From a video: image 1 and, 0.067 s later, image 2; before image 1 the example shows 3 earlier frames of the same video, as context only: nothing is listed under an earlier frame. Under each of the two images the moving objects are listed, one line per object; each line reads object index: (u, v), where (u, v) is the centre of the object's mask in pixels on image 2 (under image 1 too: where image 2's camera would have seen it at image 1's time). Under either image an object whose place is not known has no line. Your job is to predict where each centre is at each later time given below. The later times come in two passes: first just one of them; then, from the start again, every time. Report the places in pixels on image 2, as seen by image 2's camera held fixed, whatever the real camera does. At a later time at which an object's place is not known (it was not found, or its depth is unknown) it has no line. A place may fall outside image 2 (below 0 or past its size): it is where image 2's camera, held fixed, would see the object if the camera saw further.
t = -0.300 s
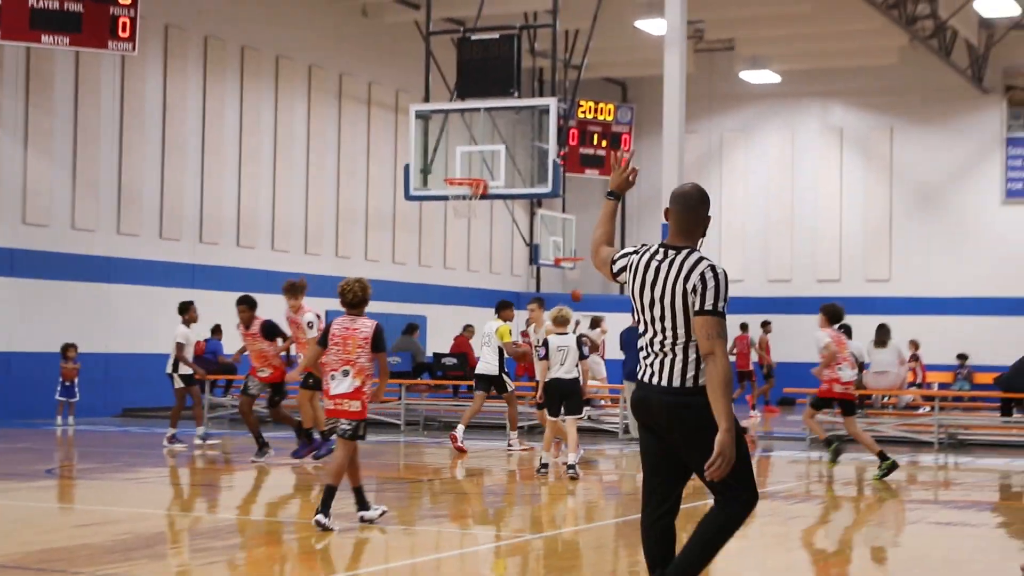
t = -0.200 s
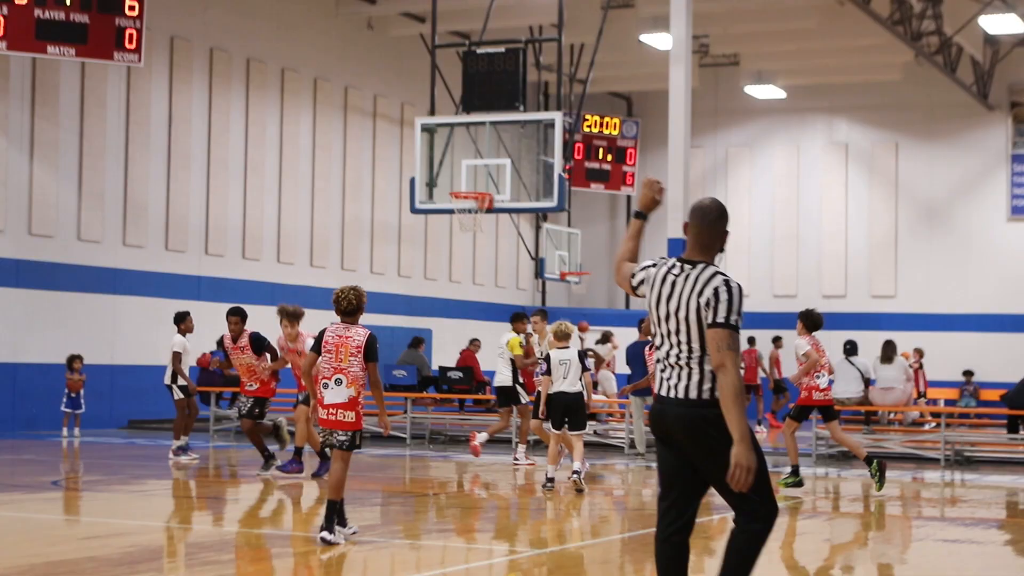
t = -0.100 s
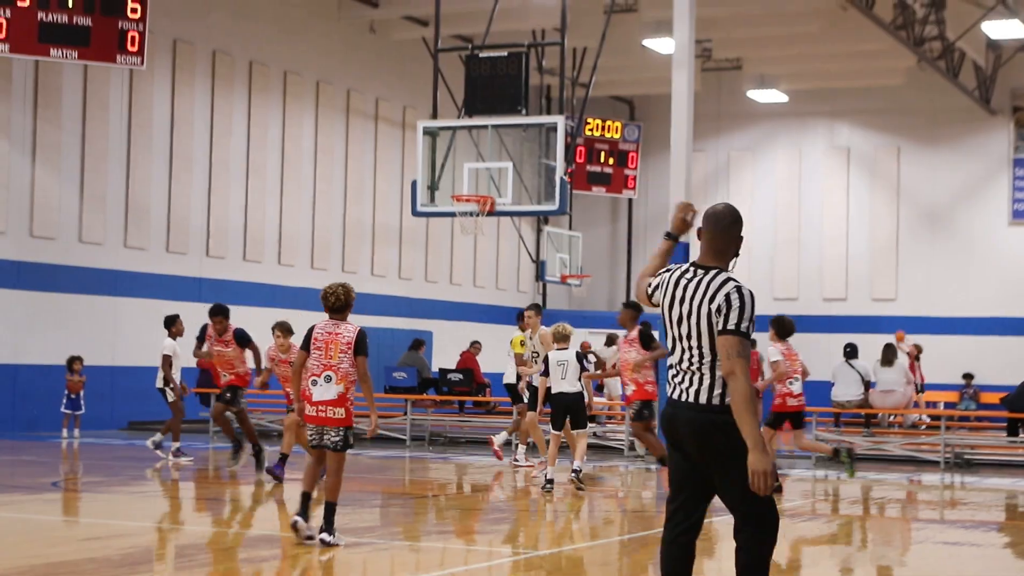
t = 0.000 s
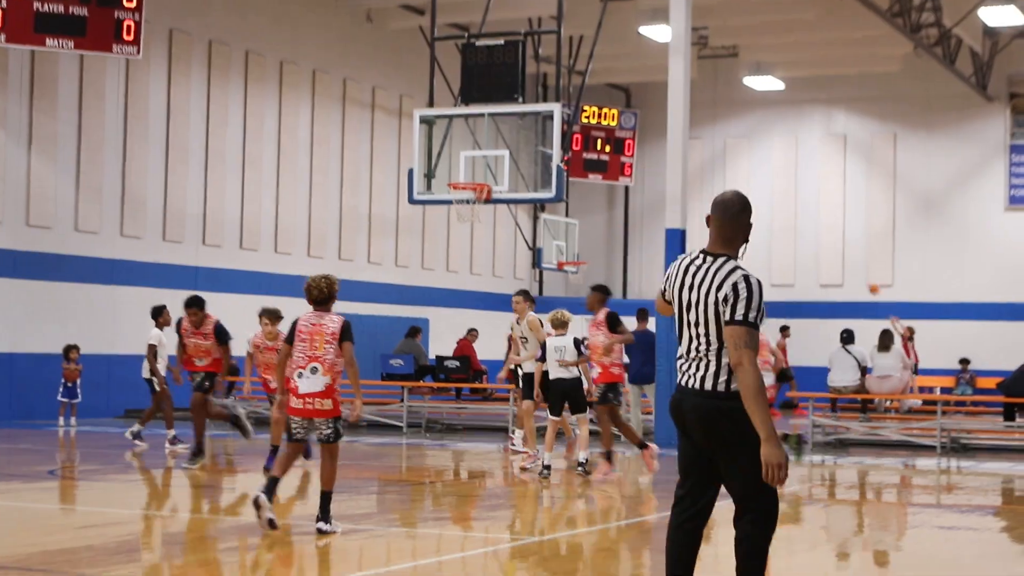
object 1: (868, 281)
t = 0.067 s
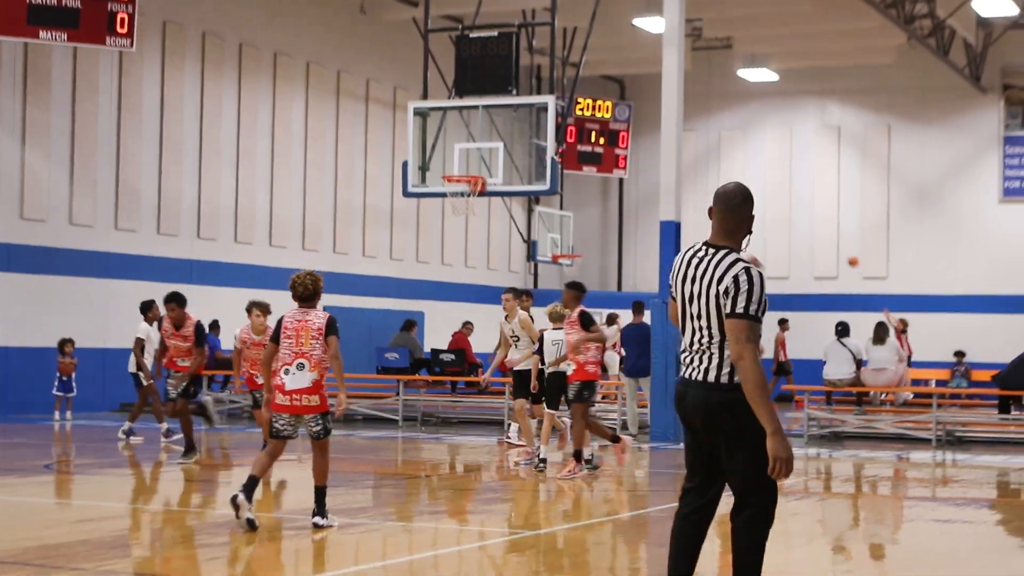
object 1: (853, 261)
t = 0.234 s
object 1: (814, 220)
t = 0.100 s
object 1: (845, 252)
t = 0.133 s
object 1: (838, 244)
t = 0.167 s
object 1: (830, 235)
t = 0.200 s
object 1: (821, 228)
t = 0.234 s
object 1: (814, 220)
